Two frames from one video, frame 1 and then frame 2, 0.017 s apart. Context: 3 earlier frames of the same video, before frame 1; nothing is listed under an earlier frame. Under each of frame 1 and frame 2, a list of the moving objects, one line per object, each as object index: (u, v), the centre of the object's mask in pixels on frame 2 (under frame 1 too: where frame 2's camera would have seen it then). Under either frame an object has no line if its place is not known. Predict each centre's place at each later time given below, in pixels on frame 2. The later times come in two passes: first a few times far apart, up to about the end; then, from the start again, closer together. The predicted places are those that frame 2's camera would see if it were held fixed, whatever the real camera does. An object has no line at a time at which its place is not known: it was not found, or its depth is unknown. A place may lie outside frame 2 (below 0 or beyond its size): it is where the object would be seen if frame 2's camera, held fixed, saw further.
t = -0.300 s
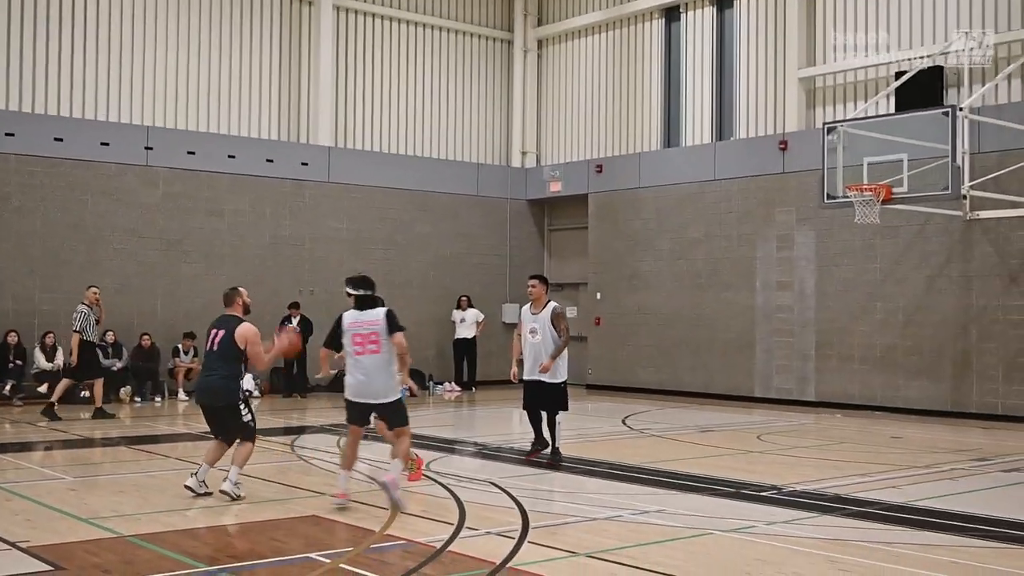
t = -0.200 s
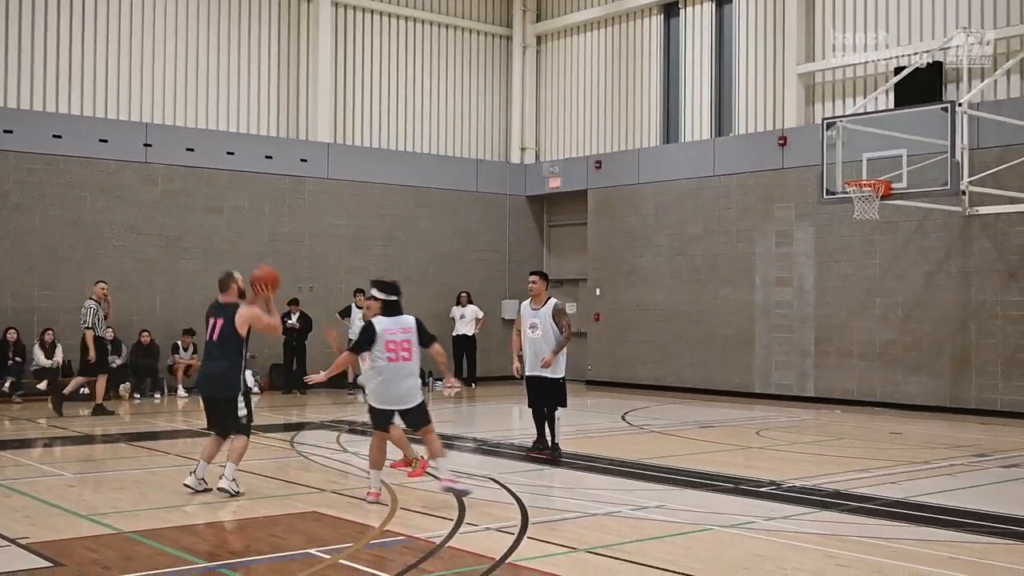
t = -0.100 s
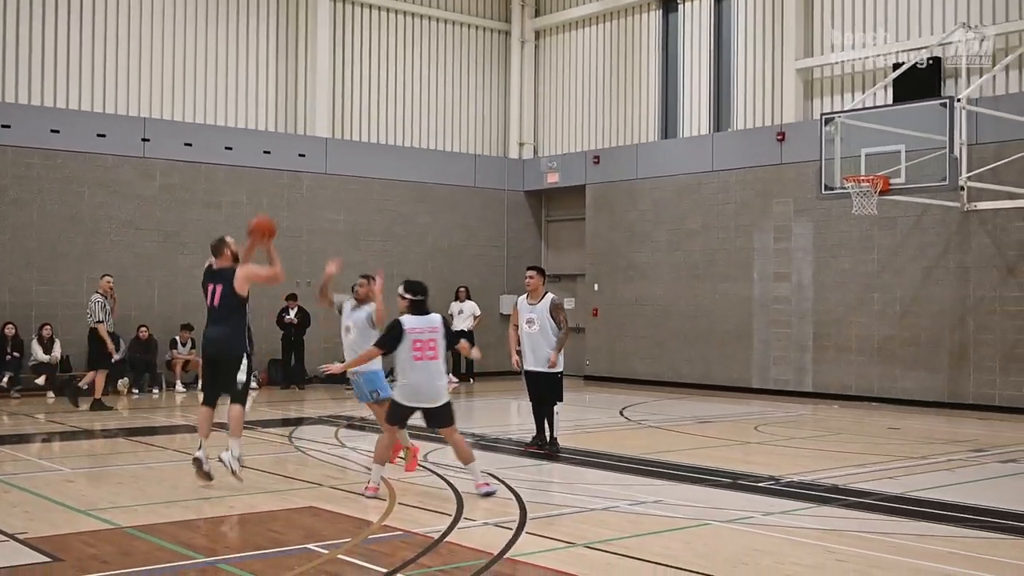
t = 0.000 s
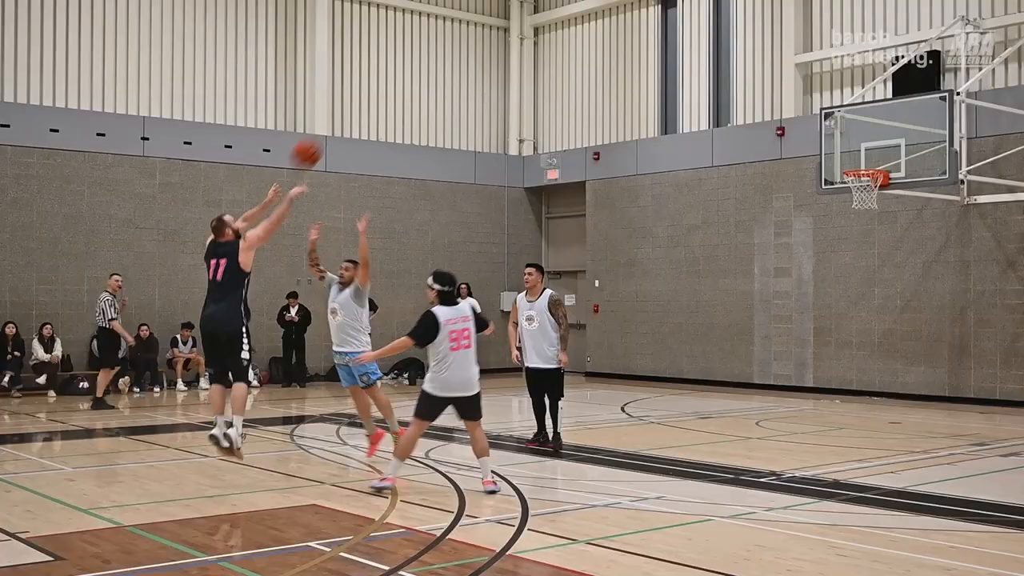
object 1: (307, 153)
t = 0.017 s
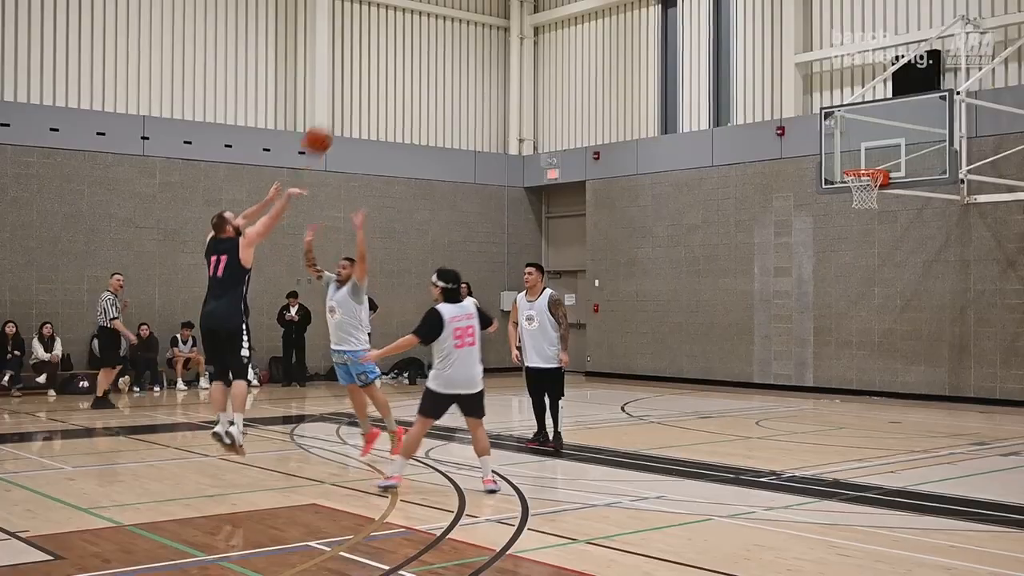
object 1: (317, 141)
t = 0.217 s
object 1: (431, 24)
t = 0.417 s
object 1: (527, -29)
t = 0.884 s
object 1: (712, -23)
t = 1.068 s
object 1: (772, 31)
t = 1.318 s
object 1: (846, 139)
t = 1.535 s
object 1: (873, 239)
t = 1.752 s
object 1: (883, 365)
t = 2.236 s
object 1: (868, 271)
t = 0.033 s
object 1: (326, 128)
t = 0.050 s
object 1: (337, 116)
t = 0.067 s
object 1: (347, 105)
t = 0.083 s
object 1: (356, 95)
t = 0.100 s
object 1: (366, 85)
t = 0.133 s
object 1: (385, 66)
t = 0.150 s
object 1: (394, 57)
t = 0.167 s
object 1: (404, 48)
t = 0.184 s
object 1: (412, 40)
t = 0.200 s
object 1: (422, 32)
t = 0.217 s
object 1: (431, 24)
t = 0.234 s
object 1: (439, 18)
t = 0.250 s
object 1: (448, 11)
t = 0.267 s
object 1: (456, 5)
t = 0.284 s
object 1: (464, -1)
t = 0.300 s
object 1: (473, -7)
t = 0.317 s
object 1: (481, -12)
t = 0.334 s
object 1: (489, -17)
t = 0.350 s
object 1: (497, -21)
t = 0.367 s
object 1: (505, -23)
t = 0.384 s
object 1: (512, -25)
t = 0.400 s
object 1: (520, -27)
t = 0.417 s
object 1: (527, -29)
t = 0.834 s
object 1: (694, -31)
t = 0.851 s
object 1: (700, -29)
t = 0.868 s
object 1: (706, -26)
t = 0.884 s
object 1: (712, -23)
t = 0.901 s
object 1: (717, -19)
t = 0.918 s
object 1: (721, -15)
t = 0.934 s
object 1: (727, -12)
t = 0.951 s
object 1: (733, -7)
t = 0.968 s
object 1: (739, -2)
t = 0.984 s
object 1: (745, 3)
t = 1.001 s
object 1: (750, 8)
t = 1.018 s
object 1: (756, 13)
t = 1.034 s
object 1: (761, 19)
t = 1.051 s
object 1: (767, 24)
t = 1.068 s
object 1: (772, 31)
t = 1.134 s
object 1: (792, 56)
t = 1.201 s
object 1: (812, 84)
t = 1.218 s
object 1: (817, 92)
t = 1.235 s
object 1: (823, 100)
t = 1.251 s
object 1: (828, 107)
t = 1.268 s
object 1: (832, 115)
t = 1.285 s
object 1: (837, 123)
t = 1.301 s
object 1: (842, 131)
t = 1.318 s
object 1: (846, 139)
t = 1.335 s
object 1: (850, 148)
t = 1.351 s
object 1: (855, 156)
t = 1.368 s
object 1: (860, 163)
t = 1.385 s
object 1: (863, 177)
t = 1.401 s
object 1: (865, 181)
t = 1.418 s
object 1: (865, 188)
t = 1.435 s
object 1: (869, 195)
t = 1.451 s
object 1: (870, 202)
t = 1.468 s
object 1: (871, 210)
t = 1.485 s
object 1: (871, 215)
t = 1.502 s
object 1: (871, 223)
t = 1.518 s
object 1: (872, 231)
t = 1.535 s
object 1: (873, 239)
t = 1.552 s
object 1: (873, 247)
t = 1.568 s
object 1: (874, 255)
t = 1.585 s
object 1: (874, 263)
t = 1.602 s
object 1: (875, 273)
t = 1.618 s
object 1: (876, 281)
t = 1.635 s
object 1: (877, 291)
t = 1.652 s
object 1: (877, 301)
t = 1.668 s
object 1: (878, 311)
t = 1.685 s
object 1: (878, 321)
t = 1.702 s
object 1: (879, 332)
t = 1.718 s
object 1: (880, 342)
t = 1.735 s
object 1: (881, 352)
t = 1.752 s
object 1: (883, 365)
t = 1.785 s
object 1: (882, 388)
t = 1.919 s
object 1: (880, 387)
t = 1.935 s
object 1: (879, 377)
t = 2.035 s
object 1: (876, 334)
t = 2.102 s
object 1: (873, 309)
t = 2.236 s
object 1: (868, 271)
